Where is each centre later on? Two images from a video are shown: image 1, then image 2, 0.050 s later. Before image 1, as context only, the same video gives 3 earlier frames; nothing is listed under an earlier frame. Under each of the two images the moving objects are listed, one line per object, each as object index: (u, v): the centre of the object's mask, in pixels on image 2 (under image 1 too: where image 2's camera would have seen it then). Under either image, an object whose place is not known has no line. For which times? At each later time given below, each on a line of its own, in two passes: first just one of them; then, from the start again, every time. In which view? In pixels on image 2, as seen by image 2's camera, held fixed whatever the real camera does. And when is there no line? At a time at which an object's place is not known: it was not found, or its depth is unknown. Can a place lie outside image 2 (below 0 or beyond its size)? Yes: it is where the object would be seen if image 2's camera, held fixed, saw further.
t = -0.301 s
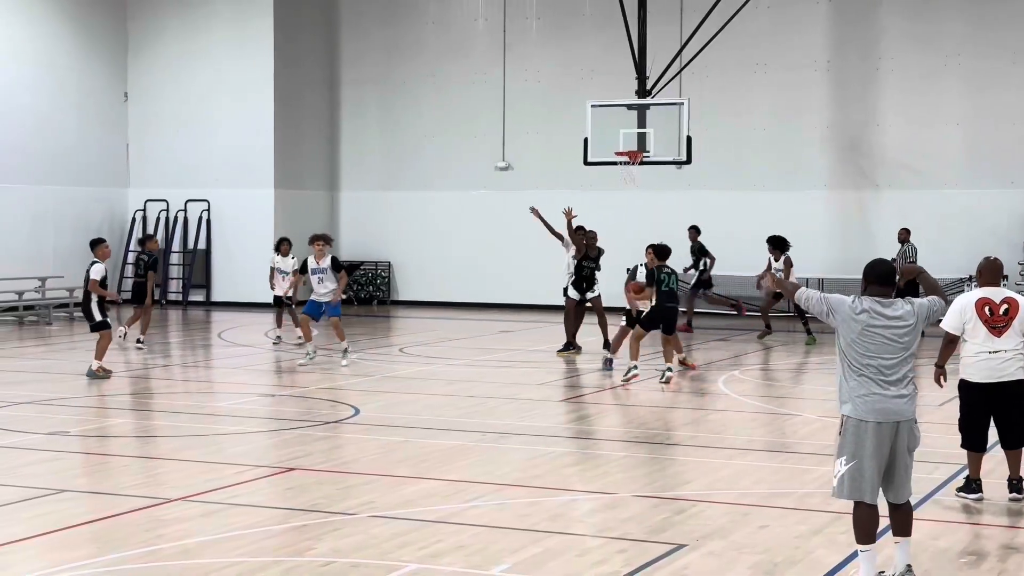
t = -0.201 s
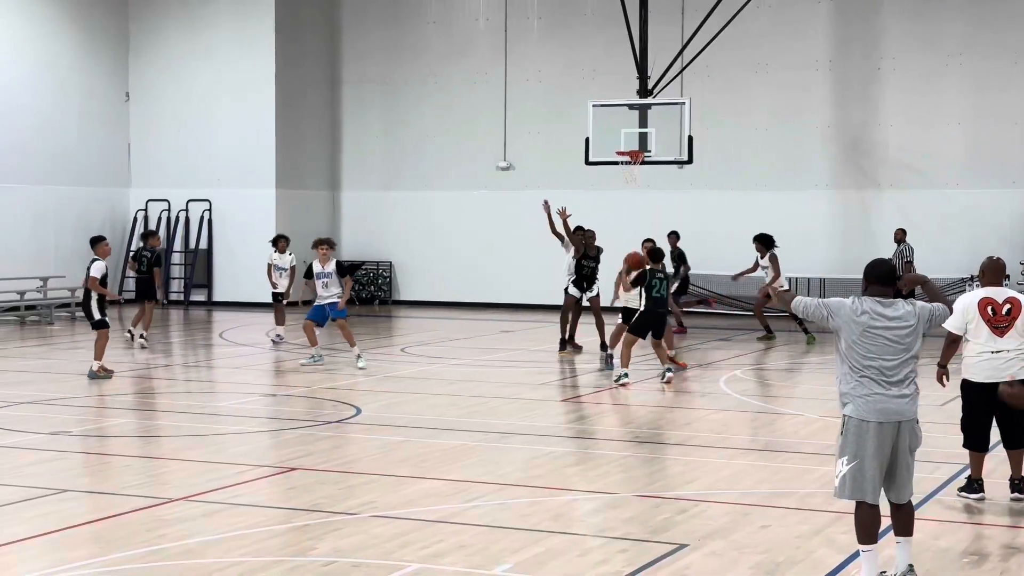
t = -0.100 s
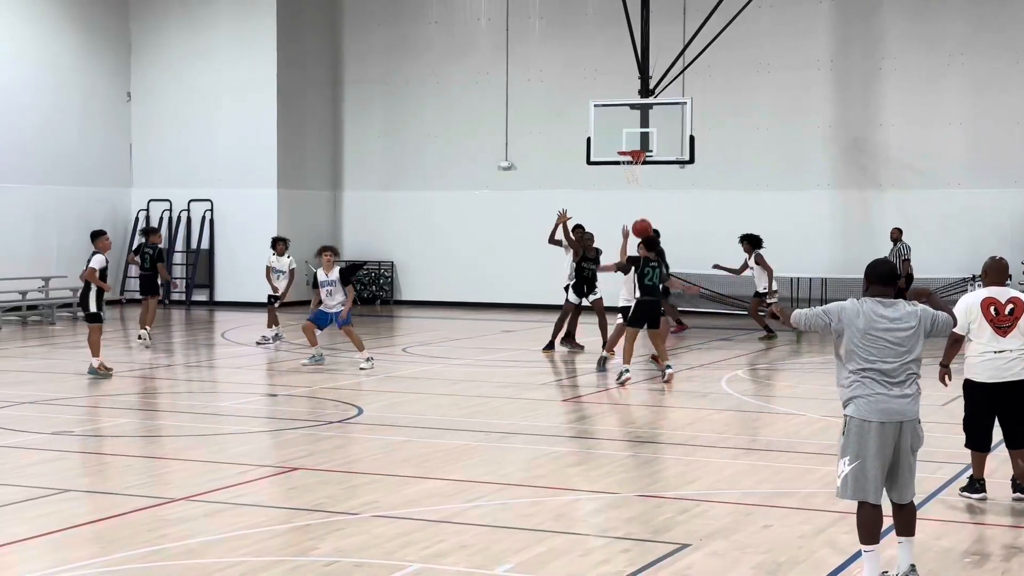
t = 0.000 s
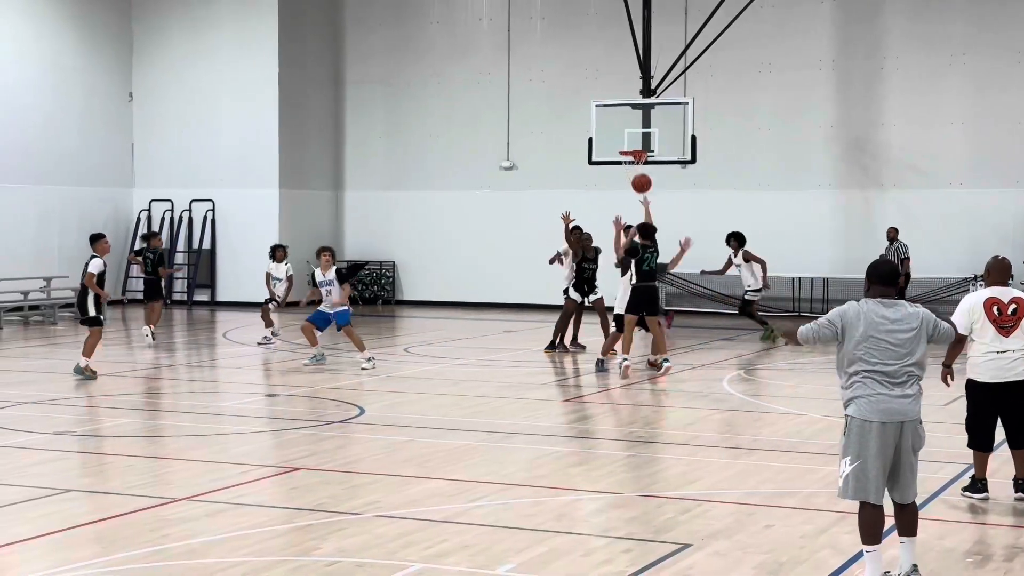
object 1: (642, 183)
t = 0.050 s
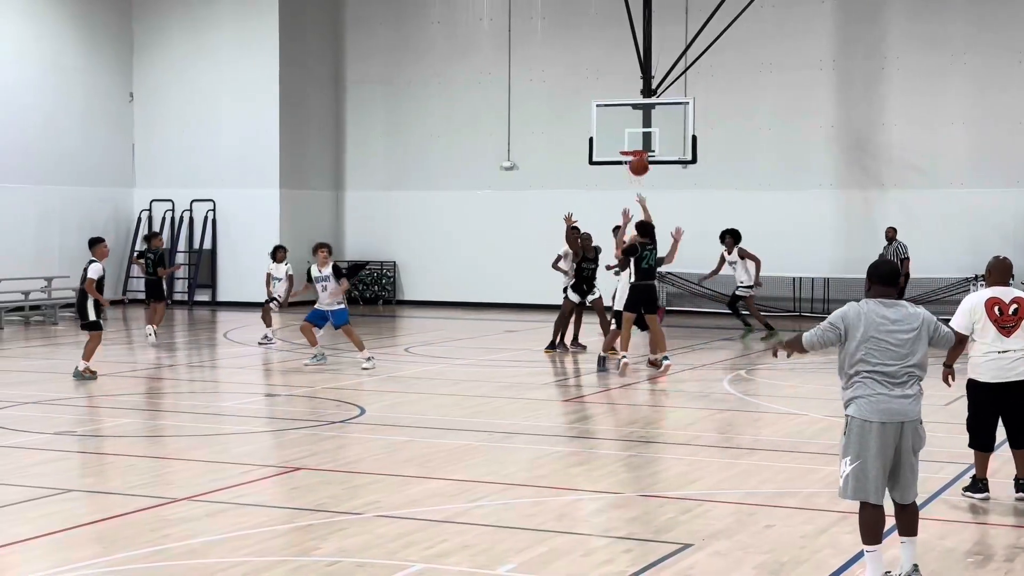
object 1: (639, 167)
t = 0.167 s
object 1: (632, 136)
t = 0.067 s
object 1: (638, 161)
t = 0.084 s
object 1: (637, 156)
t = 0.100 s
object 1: (636, 152)
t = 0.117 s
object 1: (635, 147)
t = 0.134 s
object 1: (634, 143)
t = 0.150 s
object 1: (633, 139)
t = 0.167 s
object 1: (632, 136)
